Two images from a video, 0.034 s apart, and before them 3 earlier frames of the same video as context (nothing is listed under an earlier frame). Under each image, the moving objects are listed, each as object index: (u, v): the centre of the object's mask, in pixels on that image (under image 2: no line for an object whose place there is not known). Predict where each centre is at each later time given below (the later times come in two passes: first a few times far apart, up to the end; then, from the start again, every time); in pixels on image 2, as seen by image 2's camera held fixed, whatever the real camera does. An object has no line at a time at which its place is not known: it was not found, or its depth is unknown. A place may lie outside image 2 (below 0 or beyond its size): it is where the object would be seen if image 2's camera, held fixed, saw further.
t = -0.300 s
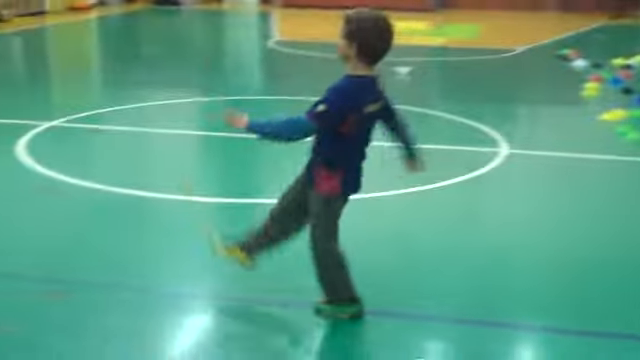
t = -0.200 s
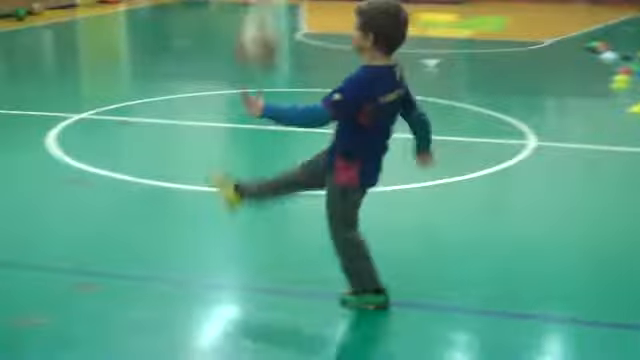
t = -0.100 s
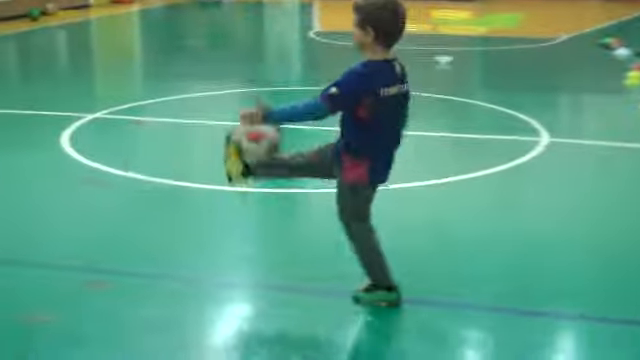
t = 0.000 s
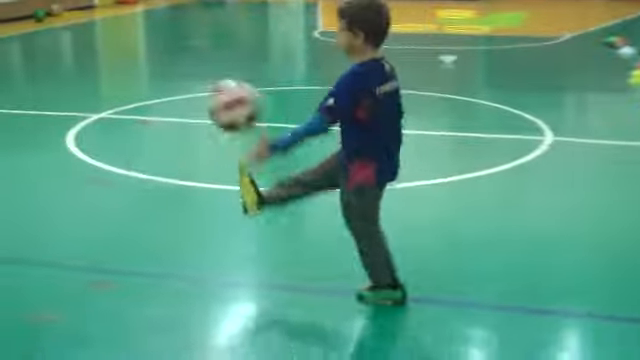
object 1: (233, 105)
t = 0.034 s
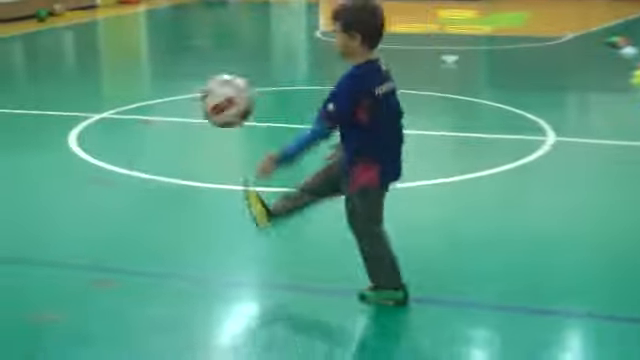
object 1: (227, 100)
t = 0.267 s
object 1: (153, 152)
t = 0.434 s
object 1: (101, 301)
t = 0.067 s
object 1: (216, 98)
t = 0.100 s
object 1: (207, 99)
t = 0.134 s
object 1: (196, 103)
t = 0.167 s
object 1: (186, 110)
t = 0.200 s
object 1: (175, 121)
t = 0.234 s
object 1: (165, 134)
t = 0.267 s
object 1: (153, 152)
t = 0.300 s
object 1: (143, 172)
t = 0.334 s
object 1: (133, 202)
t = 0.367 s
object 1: (121, 231)
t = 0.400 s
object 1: (111, 262)
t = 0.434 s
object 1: (101, 301)
